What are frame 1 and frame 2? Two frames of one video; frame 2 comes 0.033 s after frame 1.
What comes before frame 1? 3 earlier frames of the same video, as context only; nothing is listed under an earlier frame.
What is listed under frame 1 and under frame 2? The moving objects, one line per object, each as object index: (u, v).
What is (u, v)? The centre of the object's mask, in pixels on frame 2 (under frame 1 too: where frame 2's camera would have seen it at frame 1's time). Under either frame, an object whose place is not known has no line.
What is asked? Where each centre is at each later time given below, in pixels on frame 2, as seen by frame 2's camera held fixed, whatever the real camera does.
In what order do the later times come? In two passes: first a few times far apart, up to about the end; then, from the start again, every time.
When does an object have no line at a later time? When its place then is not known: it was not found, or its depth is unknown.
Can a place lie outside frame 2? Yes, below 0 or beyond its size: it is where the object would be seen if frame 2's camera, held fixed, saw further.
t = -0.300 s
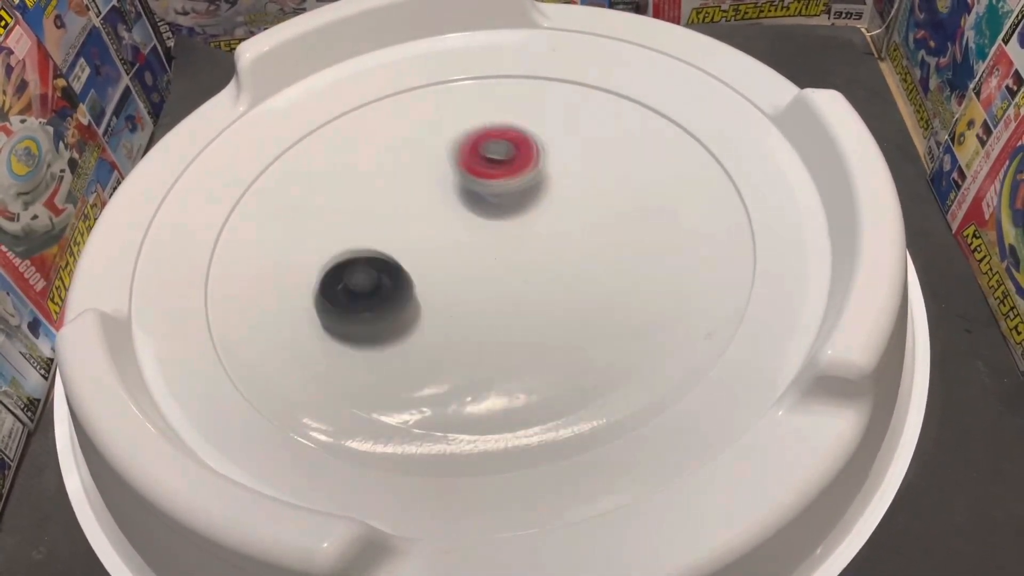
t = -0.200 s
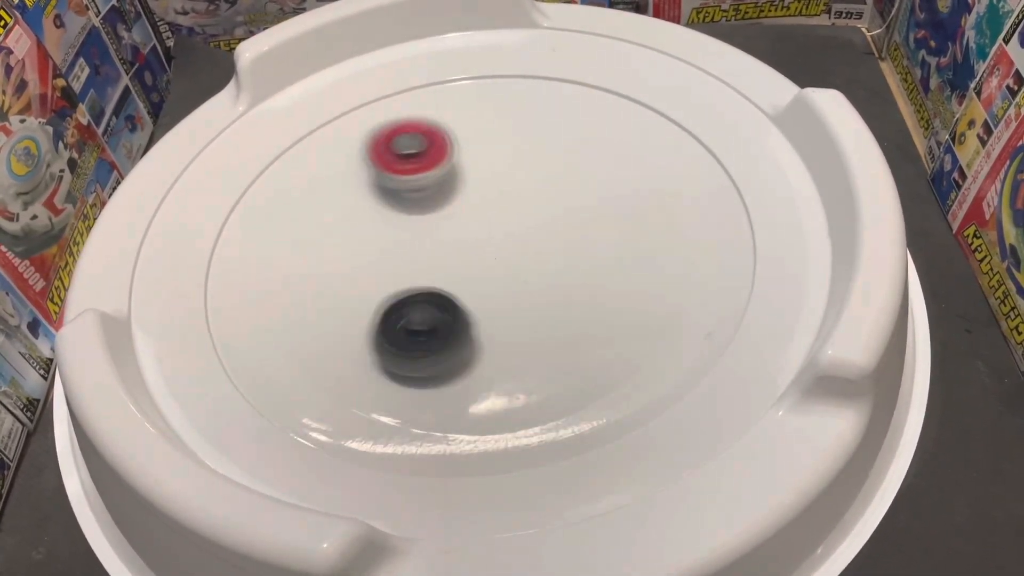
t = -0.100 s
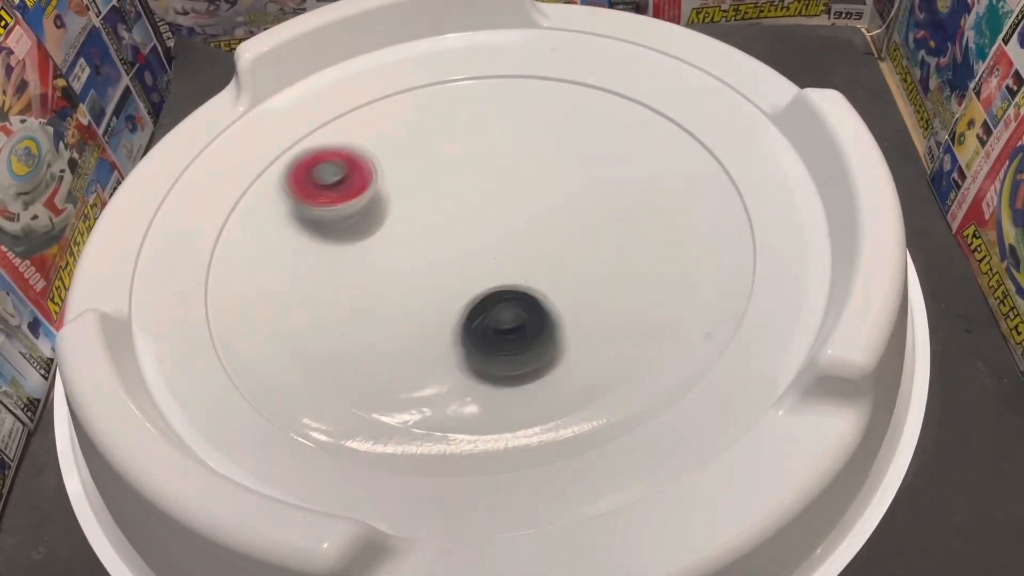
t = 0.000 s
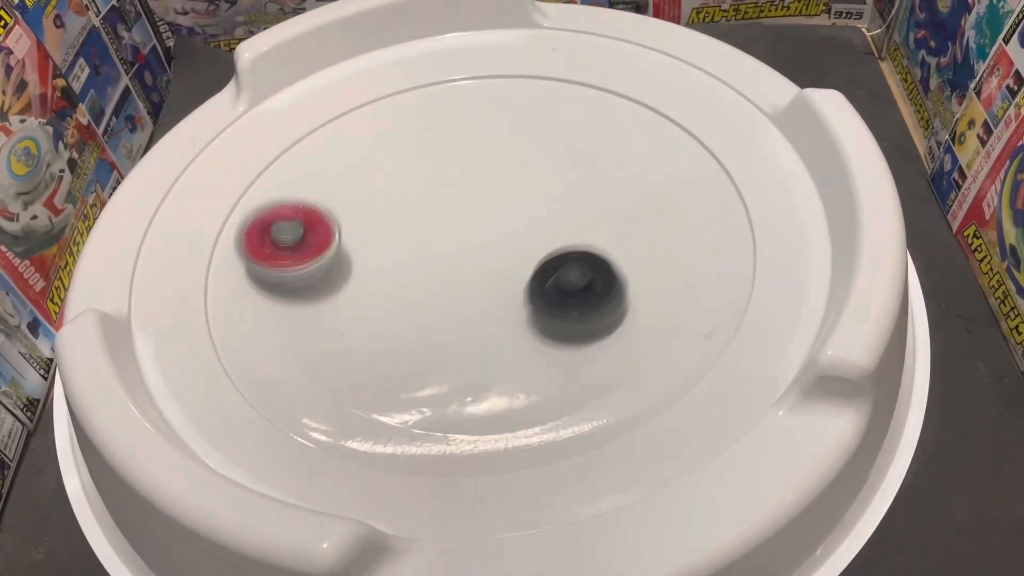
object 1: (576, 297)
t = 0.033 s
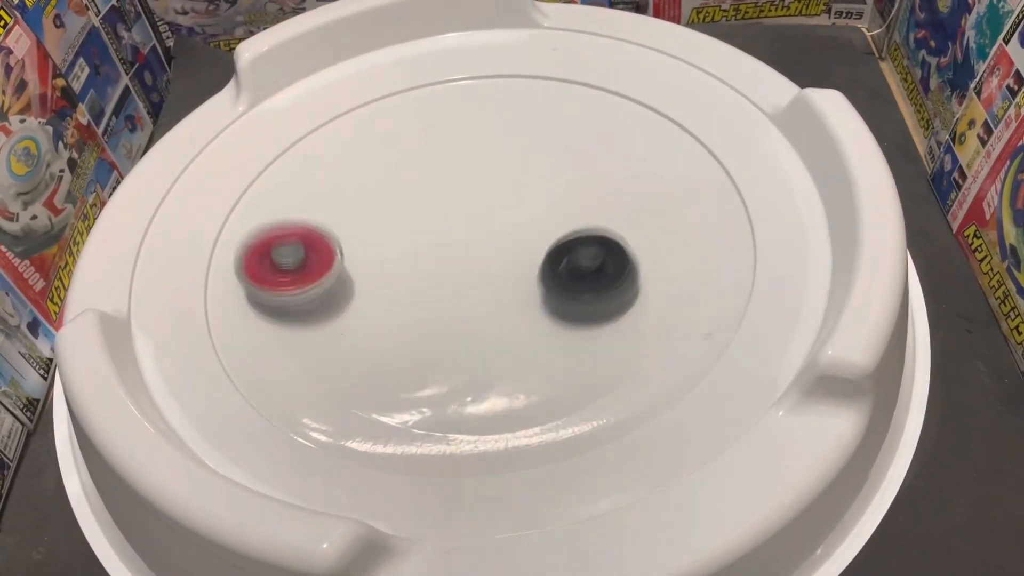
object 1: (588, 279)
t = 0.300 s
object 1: (507, 172)
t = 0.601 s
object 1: (371, 277)
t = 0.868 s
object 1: (538, 330)
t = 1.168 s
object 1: (559, 191)
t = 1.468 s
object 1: (379, 238)
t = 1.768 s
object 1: (493, 343)
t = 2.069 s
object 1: (568, 210)
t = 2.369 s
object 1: (392, 217)
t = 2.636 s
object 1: (437, 332)
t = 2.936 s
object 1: (586, 238)
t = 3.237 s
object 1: (436, 195)
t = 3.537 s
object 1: (427, 324)
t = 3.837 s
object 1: (586, 255)
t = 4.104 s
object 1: (470, 193)
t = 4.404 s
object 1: (399, 307)
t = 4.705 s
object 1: (569, 279)
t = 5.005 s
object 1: (471, 192)
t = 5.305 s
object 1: (401, 298)
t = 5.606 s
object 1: (567, 276)
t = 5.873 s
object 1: (497, 193)
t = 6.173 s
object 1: (403, 287)
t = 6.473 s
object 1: (557, 290)
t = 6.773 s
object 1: (487, 202)
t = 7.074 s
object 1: (407, 295)
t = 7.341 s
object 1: (545, 289)
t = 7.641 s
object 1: (484, 203)
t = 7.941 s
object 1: (414, 293)
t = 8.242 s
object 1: (558, 268)
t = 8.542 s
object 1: (464, 207)
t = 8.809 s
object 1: (423, 298)
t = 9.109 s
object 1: (558, 267)
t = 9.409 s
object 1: (458, 209)
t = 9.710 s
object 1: (437, 308)
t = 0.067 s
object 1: (595, 259)
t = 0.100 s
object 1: (596, 239)
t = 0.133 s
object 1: (591, 222)
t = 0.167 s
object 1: (582, 206)
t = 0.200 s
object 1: (568, 193)
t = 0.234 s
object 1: (550, 183)
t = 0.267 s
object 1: (529, 176)
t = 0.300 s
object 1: (507, 172)
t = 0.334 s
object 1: (484, 172)
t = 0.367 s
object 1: (460, 175)
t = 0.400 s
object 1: (438, 182)
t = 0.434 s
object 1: (418, 193)
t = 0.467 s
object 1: (399, 206)
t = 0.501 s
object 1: (385, 221)
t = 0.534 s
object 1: (375, 239)
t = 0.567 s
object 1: (370, 258)
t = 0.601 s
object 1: (371, 277)
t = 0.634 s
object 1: (377, 295)
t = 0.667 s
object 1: (390, 311)
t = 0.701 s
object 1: (408, 325)
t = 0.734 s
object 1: (430, 335)
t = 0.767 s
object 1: (457, 341)
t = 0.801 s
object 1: (484, 342)
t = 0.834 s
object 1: (512, 338)
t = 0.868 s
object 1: (538, 330)
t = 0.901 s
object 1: (561, 318)
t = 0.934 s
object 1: (580, 303)
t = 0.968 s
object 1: (593, 286)
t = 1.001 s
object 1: (601, 267)
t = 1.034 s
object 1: (603, 249)
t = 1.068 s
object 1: (599, 232)
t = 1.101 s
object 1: (590, 215)
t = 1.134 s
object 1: (577, 202)
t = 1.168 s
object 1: (559, 191)
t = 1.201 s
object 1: (539, 184)
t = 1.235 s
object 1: (517, 181)
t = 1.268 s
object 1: (494, 180)
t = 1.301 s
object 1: (471, 182)
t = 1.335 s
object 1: (448, 188)
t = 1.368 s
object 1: (427, 197)
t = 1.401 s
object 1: (408, 209)
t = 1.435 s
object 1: (392, 223)
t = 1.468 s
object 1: (379, 238)
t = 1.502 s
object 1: (372, 256)
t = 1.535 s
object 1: (369, 274)
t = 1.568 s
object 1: (372, 293)
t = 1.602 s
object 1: (381, 309)
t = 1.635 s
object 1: (395, 323)
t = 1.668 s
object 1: (415, 335)
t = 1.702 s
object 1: (439, 342)
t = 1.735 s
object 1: (465, 345)
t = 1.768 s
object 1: (493, 343)
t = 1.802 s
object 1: (519, 336)
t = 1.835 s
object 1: (542, 325)
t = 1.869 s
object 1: (562, 312)
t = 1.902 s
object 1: (577, 295)
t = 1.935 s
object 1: (586, 277)
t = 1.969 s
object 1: (589, 258)
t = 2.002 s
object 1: (587, 241)
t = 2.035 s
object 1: (580, 224)
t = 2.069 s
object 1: (568, 210)
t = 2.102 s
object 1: (553, 199)
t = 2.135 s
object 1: (534, 190)
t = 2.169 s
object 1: (514, 185)
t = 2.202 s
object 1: (491, 182)
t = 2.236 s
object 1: (469, 183)
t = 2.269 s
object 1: (447, 187)
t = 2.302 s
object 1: (426, 194)
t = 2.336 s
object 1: (407, 205)
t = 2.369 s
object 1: (392, 217)
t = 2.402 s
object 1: (379, 232)
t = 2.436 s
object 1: (371, 248)
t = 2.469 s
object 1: (369, 266)
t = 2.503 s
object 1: (372, 284)
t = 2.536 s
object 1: (381, 300)
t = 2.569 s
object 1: (395, 314)
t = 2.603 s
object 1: (414, 325)
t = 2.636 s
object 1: (437, 332)
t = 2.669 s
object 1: (462, 335)
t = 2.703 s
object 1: (489, 333)
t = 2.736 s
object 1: (514, 327)
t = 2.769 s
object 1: (537, 317)
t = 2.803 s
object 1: (558, 304)
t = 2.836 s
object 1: (572, 289)
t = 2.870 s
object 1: (582, 272)
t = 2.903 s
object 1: (587, 255)
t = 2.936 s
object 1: (586, 238)
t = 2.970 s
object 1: (580, 222)
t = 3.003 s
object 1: (571, 209)
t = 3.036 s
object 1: (557, 197)
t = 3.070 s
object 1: (539, 189)
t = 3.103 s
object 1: (519, 183)
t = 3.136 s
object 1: (498, 181)
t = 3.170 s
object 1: (477, 183)
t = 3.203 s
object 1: (455, 187)
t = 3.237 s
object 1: (436, 195)
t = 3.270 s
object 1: (418, 206)
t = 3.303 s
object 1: (403, 219)
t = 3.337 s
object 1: (391, 234)
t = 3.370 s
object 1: (385, 251)
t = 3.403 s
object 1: (383, 268)
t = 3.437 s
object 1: (386, 285)
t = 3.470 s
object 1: (395, 300)
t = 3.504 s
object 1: (409, 313)
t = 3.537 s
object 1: (427, 324)
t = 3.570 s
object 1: (449, 331)
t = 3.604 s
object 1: (473, 333)
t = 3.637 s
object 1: (498, 332)
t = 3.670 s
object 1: (522, 326)
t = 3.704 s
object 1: (544, 316)
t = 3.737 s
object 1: (562, 303)
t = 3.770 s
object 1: (576, 289)
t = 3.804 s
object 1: (584, 272)
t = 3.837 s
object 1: (586, 255)
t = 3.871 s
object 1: (584, 239)
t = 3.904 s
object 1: (577, 224)
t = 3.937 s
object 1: (565, 212)
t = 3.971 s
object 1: (550, 202)
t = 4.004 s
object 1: (532, 195)
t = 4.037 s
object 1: (512, 191)
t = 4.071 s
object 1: (491, 191)
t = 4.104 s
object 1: (470, 193)
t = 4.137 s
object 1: (450, 198)
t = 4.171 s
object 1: (431, 206)
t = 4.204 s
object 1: (414, 217)
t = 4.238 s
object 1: (400, 231)
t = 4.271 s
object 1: (390, 246)
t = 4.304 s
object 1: (384, 261)
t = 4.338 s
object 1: (383, 278)
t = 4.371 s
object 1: (388, 293)
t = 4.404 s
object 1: (399, 307)
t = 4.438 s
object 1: (413, 319)
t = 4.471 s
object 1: (432, 328)
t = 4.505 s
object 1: (455, 332)
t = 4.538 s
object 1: (479, 332)
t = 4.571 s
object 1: (503, 328)
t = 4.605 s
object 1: (525, 320)
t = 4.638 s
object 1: (544, 309)
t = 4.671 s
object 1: (559, 295)
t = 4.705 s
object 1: (569, 279)
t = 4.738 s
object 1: (573, 263)
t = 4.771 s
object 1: (573, 247)
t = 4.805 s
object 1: (568, 231)
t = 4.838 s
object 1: (558, 218)
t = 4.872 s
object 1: (545, 207)
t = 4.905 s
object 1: (529, 199)
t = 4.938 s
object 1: (511, 194)
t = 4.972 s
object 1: (492, 192)
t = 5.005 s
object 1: (471, 192)
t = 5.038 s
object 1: (452, 196)
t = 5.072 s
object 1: (433, 203)
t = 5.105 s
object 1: (414, 205)
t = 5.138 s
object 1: (400, 220)
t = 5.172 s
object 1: (393, 238)
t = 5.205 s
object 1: (387, 254)
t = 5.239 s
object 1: (386, 269)
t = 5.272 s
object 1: (391, 285)
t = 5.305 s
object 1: (401, 298)
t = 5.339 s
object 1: (416, 310)
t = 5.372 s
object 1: (434, 319)
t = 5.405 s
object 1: (455, 323)
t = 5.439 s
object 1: (479, 324)
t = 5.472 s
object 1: (502, 321)
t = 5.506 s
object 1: (523, 314)
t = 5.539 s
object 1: (542, 303)
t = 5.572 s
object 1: (557, 290)
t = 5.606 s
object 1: (567, 276)
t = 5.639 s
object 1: (573, 260)
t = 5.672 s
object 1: (574, 245)
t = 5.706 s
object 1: (570, 230)
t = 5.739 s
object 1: (561, 217)
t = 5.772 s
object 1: (549, 207)
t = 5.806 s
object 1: (534, 199)
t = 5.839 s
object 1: (516, 195)
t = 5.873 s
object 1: (497, 193)
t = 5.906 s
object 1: (478, 194)
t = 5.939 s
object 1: (459, 199)
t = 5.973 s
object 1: (441, 206)
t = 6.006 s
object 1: (426, 216)
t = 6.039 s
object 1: (413, 228)
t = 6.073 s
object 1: (403, 243)
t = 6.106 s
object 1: (399, 257)
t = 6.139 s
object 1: (398, 273)
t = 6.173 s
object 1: (403, 287)
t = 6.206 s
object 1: (413, 300)
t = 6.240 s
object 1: (427, 311)
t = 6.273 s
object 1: (444, 319)
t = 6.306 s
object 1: (464, 323)
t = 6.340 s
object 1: (485, 323)
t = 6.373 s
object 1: (507, 320)
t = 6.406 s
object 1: (527, 313)
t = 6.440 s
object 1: (544, 302)
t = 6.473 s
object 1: (557, 290)
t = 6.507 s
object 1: (566, 276)
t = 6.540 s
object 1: (570, 261)
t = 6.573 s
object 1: (569, 247)
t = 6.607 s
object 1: (563, 234)
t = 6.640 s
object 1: (553, 222)
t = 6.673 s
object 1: (539, 213)
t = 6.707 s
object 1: (524, 206)
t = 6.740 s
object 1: (506, 203)
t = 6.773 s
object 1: (487, 202)
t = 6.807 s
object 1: (469, 204)
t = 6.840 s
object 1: (451, 210)
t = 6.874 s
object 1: (434, 217)
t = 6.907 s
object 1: (420, 227)
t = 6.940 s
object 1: (408, 239)
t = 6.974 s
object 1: (401, 253)
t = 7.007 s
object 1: (398, 267)
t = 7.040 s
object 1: (400, 281)
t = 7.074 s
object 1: (407, 295)
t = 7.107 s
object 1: (419, 306)
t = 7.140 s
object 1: (435, 315)
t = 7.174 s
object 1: (454, 319)
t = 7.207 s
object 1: (474, 321)
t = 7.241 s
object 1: (495, 318)
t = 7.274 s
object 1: (515, 311)
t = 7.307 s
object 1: (532, 301)
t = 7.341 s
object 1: (545, 289)
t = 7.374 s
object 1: (554, 276)
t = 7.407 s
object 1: (558, 261)
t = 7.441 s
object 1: (558, 247)
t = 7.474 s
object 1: (553, 235)
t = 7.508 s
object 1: (544, 223)
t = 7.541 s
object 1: (533, 214)
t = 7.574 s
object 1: (518, 208)
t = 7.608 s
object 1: (502, 204)
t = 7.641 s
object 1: (484, 203)
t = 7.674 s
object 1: (466, 205)
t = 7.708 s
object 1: (448, 209)
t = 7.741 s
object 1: (432, 217)
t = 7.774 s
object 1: (418, 228)
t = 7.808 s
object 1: (408, 240)
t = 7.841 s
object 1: (402, 254)
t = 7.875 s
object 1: (401, 268)
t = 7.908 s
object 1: (405, 280)
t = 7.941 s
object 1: (414, 293)
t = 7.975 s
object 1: (427, 303)
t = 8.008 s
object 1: (444, 311)
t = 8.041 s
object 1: (463, 315)
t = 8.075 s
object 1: (483, 315)
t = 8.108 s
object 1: (503, 311)
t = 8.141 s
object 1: (522, 304)
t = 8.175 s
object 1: (538, 294)
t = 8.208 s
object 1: (550, 282)
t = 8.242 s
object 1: (558, 268)
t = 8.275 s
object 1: (561, 254)
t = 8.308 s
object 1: (559, 241)
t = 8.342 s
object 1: (553, 229)
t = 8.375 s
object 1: (544, 219)
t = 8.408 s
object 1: (531, 211)
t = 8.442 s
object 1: (516, 206)
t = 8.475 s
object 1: (499, 203)
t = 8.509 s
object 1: (482, 204)
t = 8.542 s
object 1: (464, 207)
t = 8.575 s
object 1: (448, 214)
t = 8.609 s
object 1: (433, 223)
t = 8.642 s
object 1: (421, 234)
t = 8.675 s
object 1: (412, 247)
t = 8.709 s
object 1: (408, 260)
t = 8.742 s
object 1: (408, 274)
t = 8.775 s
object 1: (413, 286)
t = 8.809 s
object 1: (423, 298)
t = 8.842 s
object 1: (437, 308)
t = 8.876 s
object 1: (453, 314)
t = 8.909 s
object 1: (472, 316)
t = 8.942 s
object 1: (492, 316)
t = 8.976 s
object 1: (511, 311)
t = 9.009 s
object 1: (528, 304)
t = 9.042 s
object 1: (542, 293)
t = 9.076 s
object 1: (552, 280)
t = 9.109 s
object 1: (558, 267)
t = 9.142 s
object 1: (559, 254)
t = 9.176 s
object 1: (555, 241)
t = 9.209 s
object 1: (547, 230)
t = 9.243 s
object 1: (537, 221)
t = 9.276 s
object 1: (523, 214)
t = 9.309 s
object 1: (508, 209)
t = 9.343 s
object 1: (491, 208)
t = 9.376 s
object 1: (474, 208)
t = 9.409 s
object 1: (458, 209)
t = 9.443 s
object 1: (441, 213)
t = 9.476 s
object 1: (424, 223)
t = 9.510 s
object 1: (415, 237)
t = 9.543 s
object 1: (408, 251)
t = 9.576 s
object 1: (405, 263)
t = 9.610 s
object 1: (406, 277)
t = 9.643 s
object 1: (412, 289)
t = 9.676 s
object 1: (422, 300)
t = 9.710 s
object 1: (437, 308)
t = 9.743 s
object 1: (453, 313)
